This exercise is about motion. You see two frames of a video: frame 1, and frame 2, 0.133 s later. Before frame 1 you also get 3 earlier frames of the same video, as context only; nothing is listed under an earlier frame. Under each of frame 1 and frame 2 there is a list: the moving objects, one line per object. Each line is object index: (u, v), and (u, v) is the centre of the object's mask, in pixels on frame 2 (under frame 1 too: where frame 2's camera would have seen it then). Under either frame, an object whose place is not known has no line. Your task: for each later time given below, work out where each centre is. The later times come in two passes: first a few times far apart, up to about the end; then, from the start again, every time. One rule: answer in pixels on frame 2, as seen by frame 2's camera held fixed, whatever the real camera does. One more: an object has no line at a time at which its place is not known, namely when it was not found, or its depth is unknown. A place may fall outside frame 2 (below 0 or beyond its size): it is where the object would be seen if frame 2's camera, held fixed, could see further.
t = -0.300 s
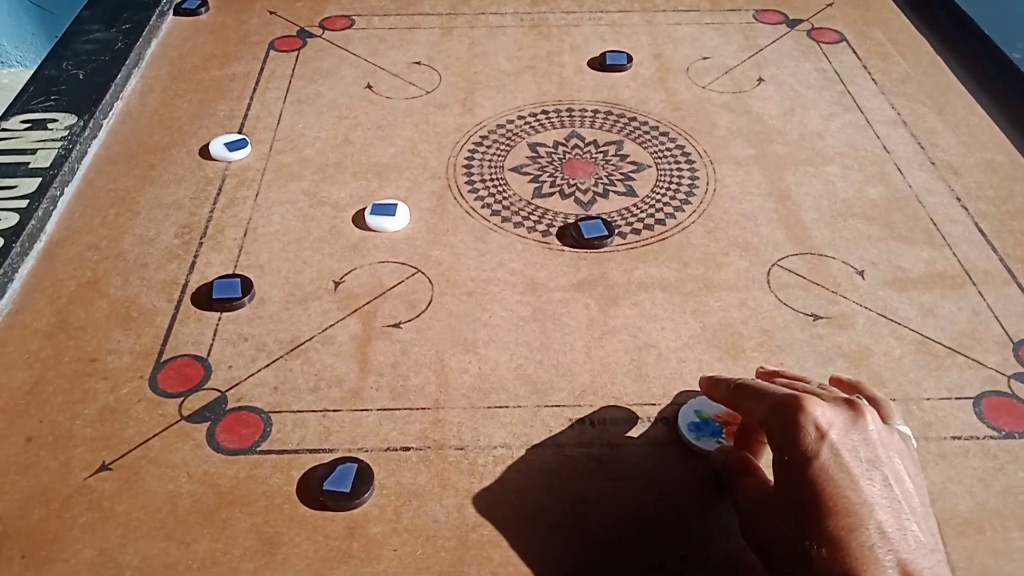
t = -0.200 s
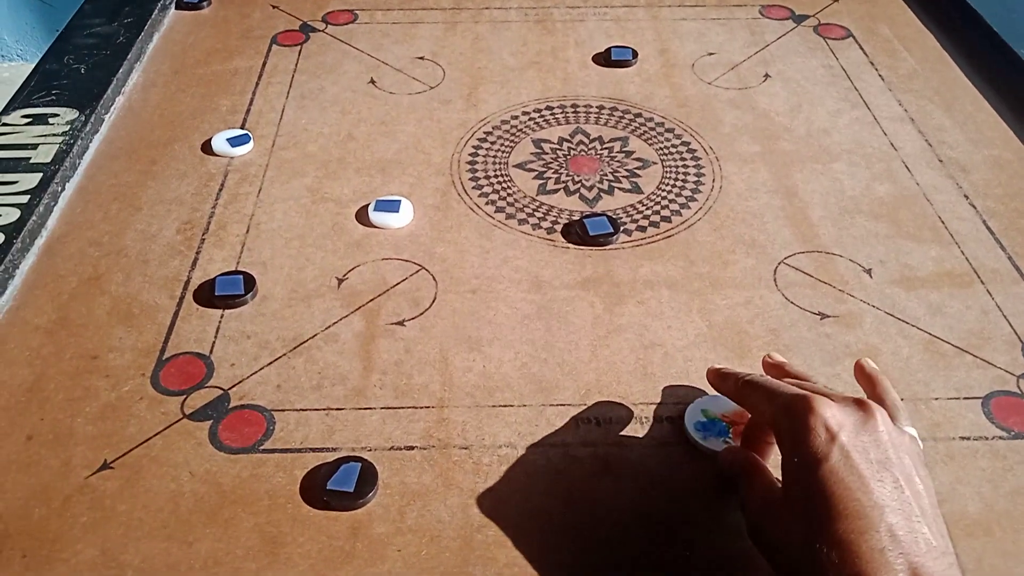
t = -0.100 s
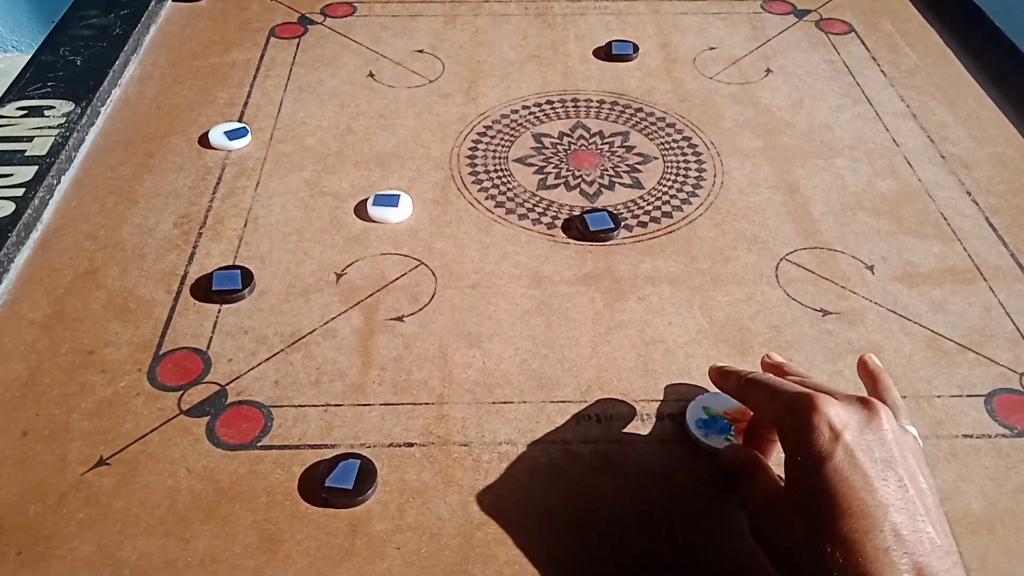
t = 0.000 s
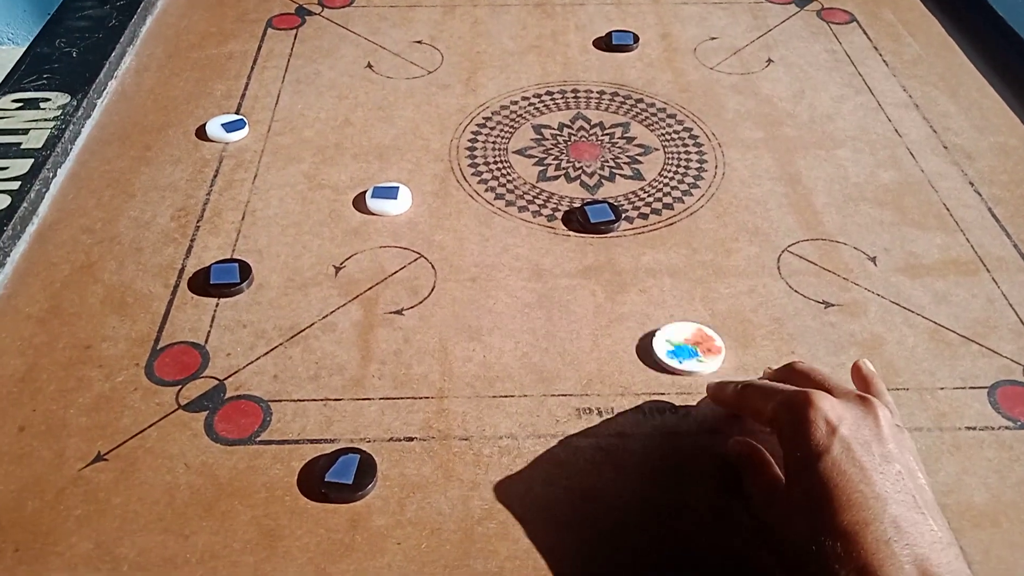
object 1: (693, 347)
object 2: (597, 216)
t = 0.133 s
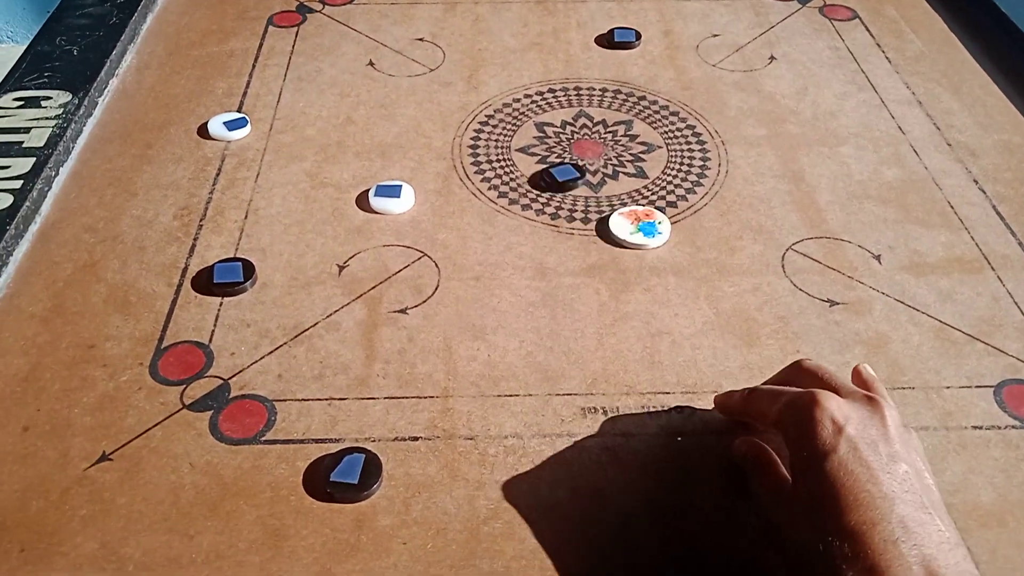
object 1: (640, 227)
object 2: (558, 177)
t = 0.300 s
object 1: (653, 172)
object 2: (450, 68)
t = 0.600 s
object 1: (672, 108)
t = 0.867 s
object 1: (680, 75)
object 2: (262, 18)
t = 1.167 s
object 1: (685, 58)
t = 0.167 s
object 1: (643, 215)
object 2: (534, 152)
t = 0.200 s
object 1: (646, 203)
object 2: (510, 129)
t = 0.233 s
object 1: (648, 193)
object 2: (489, 107)
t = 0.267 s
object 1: (651, 182)
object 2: (469, 87)
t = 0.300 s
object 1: (653, 172)
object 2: (450, 68)
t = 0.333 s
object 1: (655, 164)
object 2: (433, 50)
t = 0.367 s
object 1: (658, 155)
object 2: (416, 33)
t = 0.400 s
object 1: (660, 147)
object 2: (401, 18)
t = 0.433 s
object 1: (662, 140)
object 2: (387, 3)
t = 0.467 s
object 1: (665, 132)
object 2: (372, -6)
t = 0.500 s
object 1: (667, 126)
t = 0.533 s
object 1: (669, 119)
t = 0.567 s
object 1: (671, 114)
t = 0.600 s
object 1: (672, 108)
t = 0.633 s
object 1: (674, 103)
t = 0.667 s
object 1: (675, 98)
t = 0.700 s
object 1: (676, 94)
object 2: (303, -21)
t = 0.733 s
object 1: (677, 90)
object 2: (297, -17)
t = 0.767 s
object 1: (678, 85)
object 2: (288, -9)
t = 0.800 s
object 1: (679, 82)
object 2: (280, 0)
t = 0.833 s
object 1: (680, 78)
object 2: (271, 8)
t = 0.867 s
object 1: (680, 75)
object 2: (262, 18)
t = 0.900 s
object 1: (681, 72)
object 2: (253, 26)
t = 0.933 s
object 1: (681, 70)
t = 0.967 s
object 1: (682, 67)
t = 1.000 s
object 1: (682, 65)
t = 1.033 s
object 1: (683, 63)
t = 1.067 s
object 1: (684, 61)
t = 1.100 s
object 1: (684, 60)
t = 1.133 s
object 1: (684, 59)
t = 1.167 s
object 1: (685, 58)
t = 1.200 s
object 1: (685, 57)
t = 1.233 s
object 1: (686, 56)
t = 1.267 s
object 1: (686, 55)
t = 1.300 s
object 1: (686, 55)
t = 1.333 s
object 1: (687, 55)
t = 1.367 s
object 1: (687, 55)
